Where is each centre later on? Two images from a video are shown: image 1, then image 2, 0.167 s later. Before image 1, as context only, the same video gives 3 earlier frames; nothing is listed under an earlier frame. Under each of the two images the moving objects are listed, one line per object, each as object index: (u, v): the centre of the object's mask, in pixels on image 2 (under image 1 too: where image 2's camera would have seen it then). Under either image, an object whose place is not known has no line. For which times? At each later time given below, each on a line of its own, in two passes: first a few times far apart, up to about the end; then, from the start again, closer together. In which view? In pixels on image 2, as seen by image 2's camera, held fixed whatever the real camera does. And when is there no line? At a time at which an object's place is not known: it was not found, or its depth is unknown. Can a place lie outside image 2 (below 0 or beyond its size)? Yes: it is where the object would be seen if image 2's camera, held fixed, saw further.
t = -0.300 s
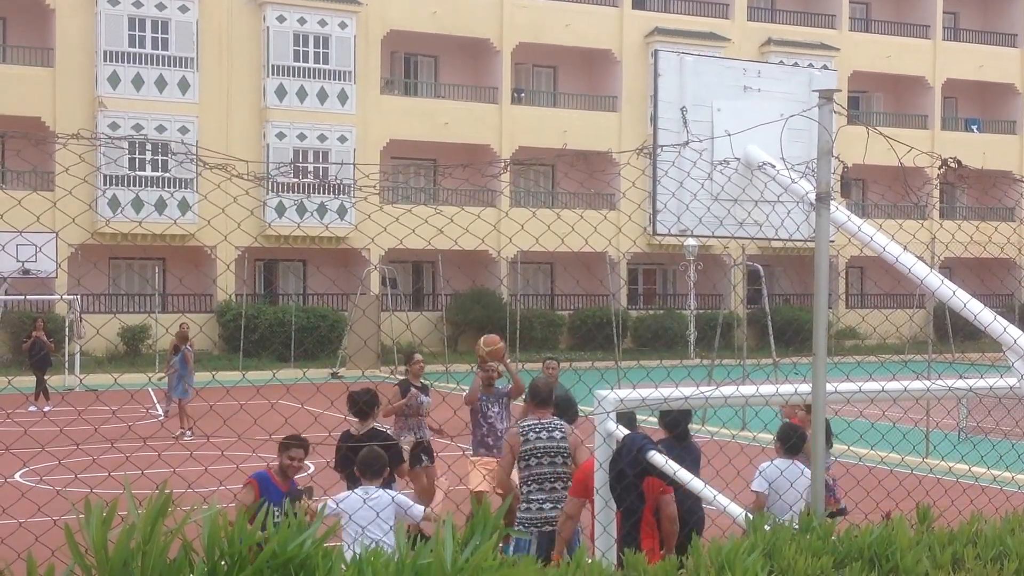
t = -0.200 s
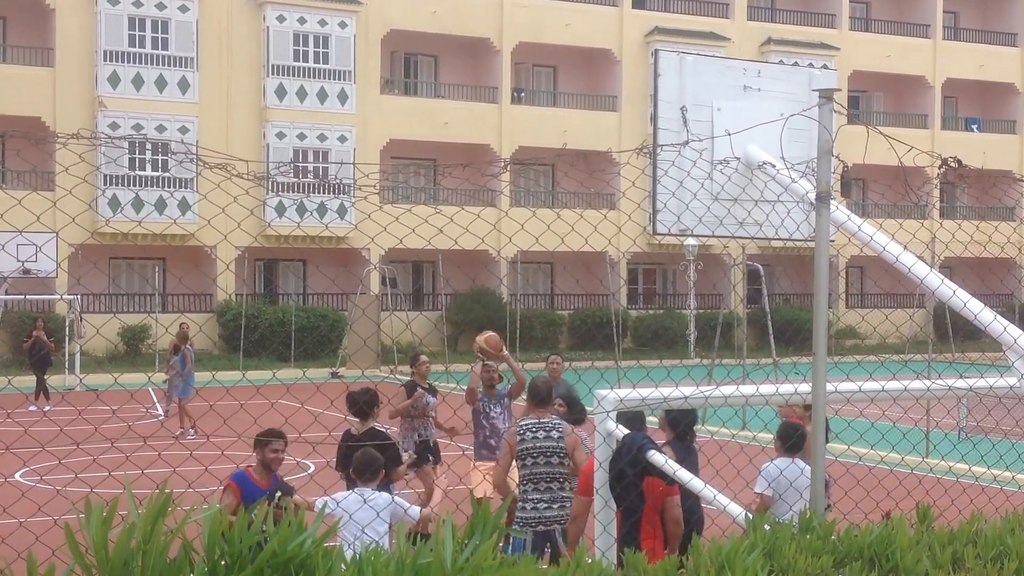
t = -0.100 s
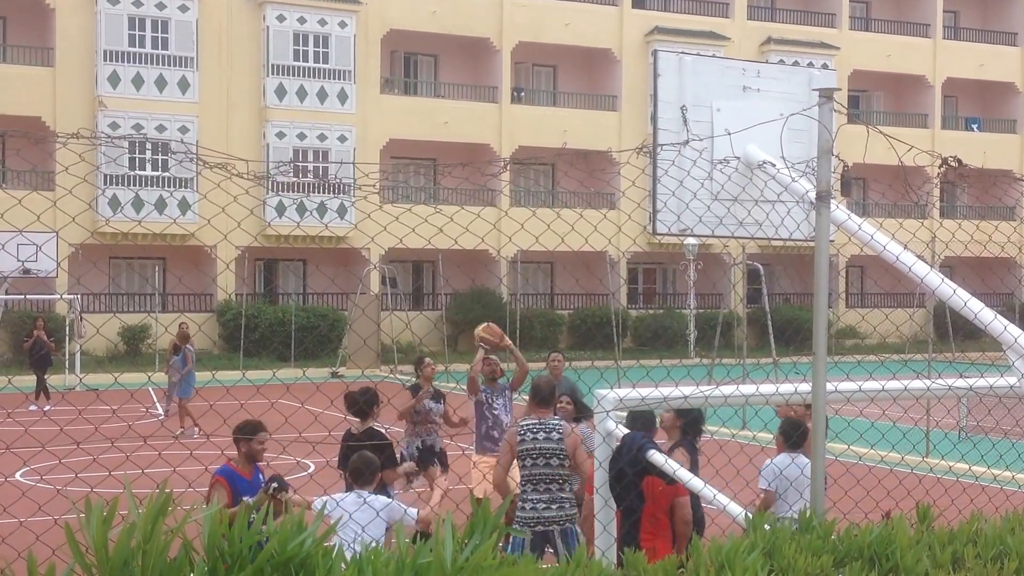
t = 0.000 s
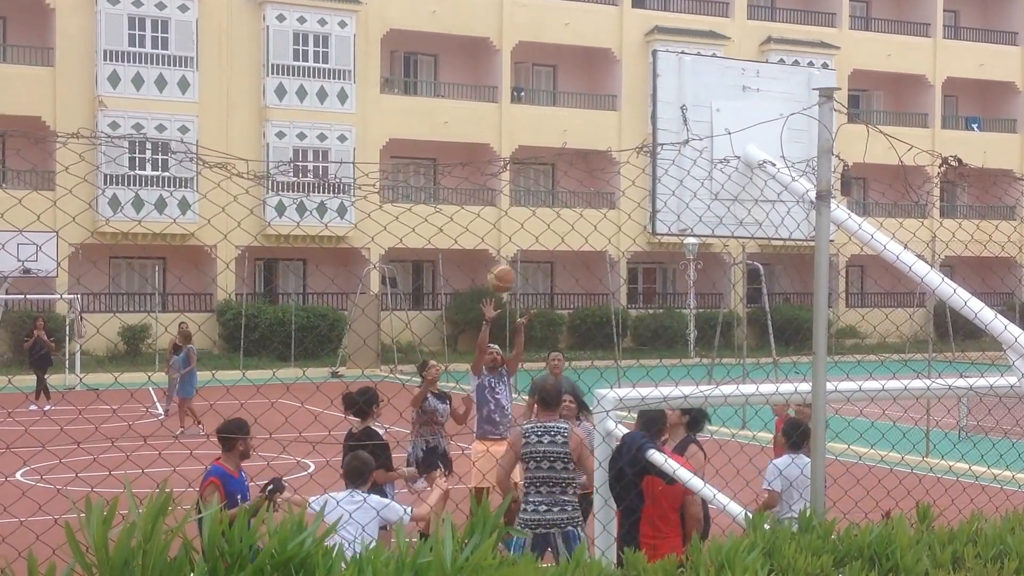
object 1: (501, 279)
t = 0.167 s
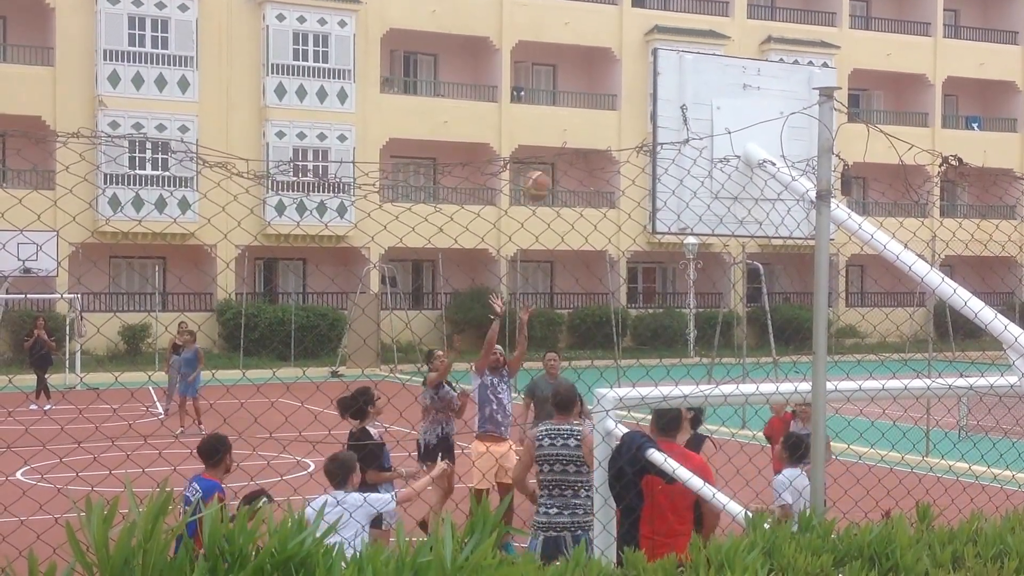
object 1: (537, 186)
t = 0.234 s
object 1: (551, 156)
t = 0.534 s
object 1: (634, 75)
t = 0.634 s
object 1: (651, 75)
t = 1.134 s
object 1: (636, 178)
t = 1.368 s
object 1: (546, 224)
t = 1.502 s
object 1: (491, 290)
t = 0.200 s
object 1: (546, 172)
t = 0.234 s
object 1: (551, 156)
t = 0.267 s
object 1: (560, 140)
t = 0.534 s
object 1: (634, 75)
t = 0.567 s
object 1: (641, 73)
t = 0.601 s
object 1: (646, 72)
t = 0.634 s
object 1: (651, 75)
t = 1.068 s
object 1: (648, 183)
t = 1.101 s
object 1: (643, 180)
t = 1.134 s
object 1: (636, 178)
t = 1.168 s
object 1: (626, 180)
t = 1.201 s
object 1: (612, 181)
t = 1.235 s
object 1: (600, 185)
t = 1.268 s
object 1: (586, 193)
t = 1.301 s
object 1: (572, 201)
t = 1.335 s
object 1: (558, 211)
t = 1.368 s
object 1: (546, 224)
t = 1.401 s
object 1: (533, 239)
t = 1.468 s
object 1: (506, 271)
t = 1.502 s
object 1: (491, 290)
